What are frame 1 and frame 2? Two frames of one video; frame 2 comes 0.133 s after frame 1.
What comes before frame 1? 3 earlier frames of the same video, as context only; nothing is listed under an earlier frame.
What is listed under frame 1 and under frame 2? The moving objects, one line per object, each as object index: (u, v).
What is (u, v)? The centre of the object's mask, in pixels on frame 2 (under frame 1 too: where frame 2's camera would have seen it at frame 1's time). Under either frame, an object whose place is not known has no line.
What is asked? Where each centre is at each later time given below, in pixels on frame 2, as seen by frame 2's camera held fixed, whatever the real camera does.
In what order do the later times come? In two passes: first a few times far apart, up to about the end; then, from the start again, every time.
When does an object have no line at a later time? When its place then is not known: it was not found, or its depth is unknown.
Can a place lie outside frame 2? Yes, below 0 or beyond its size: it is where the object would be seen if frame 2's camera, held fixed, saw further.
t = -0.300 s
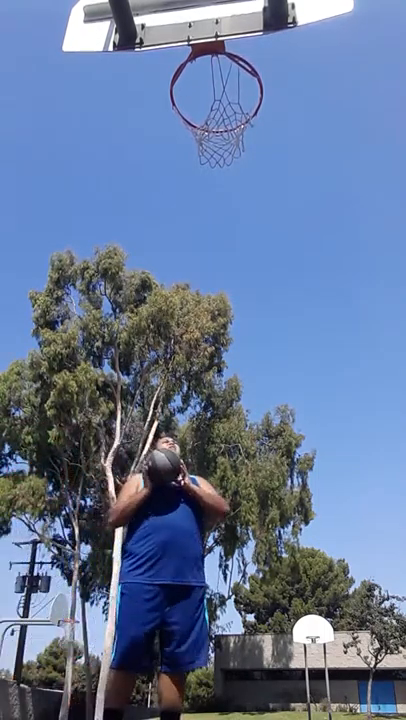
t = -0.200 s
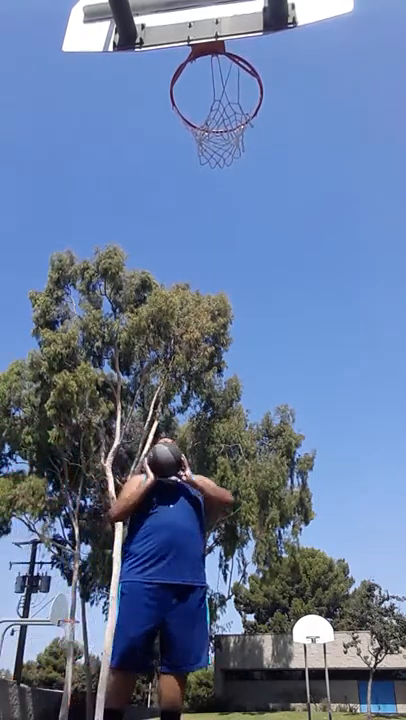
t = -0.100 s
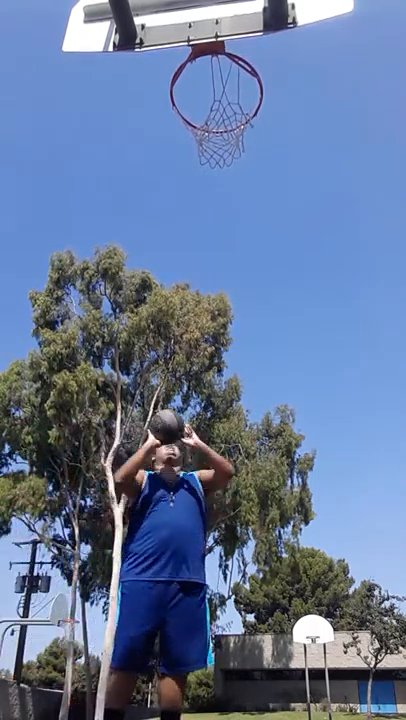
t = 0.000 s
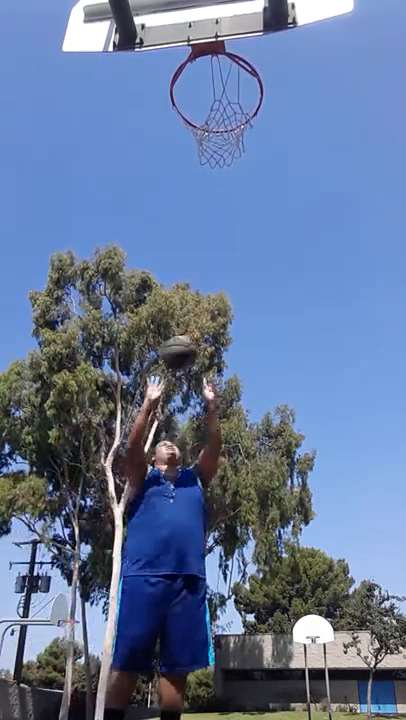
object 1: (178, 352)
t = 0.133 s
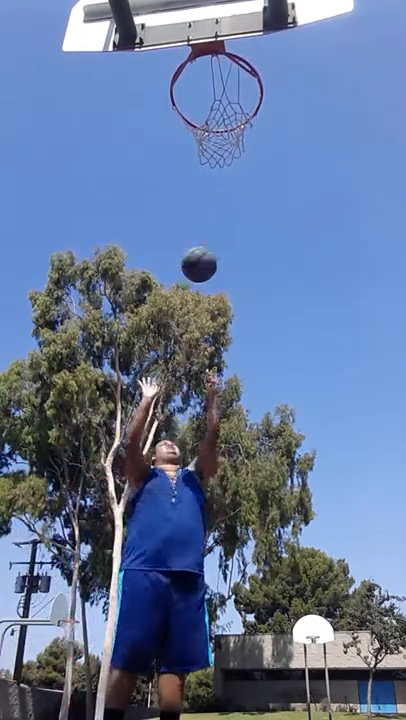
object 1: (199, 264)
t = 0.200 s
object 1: (209, 227)
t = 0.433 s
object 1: (246, 124)
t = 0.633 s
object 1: (284, 82)
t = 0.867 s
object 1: (340, 94)
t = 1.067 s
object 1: (396, 184)
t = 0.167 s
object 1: (204, 245)
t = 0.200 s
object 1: (209, 227)
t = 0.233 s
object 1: (214, 209)
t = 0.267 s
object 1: (219, 193)
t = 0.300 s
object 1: (224, 178)
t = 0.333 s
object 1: (230, 163)
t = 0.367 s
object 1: (236, 152)
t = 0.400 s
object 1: (241, 137)
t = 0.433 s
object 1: (246, 124)
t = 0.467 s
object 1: (253, 112)
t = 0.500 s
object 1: (259, 103)
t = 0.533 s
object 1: (265, 96)
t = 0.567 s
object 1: (272, 91)
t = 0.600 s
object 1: (278, 86)
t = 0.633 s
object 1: (284, 82)
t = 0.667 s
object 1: (291, 79)
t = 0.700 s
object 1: (298, 77)
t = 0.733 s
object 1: (306, 77)
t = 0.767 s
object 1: (314, 79)
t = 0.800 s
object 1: (322, 82)
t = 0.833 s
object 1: (330, 87)
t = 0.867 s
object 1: (340, 94)
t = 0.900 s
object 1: (350, 102)
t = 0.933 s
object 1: (360, 113)
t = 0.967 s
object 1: (372, 126)
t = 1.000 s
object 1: (383, 142)
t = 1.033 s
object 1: (389, 162)
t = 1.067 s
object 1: (396, 184)
